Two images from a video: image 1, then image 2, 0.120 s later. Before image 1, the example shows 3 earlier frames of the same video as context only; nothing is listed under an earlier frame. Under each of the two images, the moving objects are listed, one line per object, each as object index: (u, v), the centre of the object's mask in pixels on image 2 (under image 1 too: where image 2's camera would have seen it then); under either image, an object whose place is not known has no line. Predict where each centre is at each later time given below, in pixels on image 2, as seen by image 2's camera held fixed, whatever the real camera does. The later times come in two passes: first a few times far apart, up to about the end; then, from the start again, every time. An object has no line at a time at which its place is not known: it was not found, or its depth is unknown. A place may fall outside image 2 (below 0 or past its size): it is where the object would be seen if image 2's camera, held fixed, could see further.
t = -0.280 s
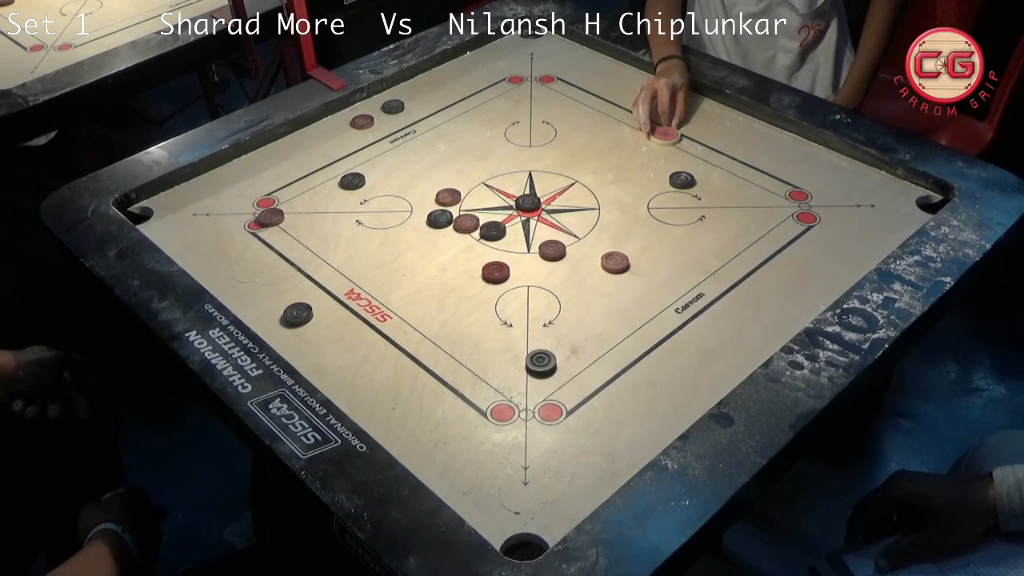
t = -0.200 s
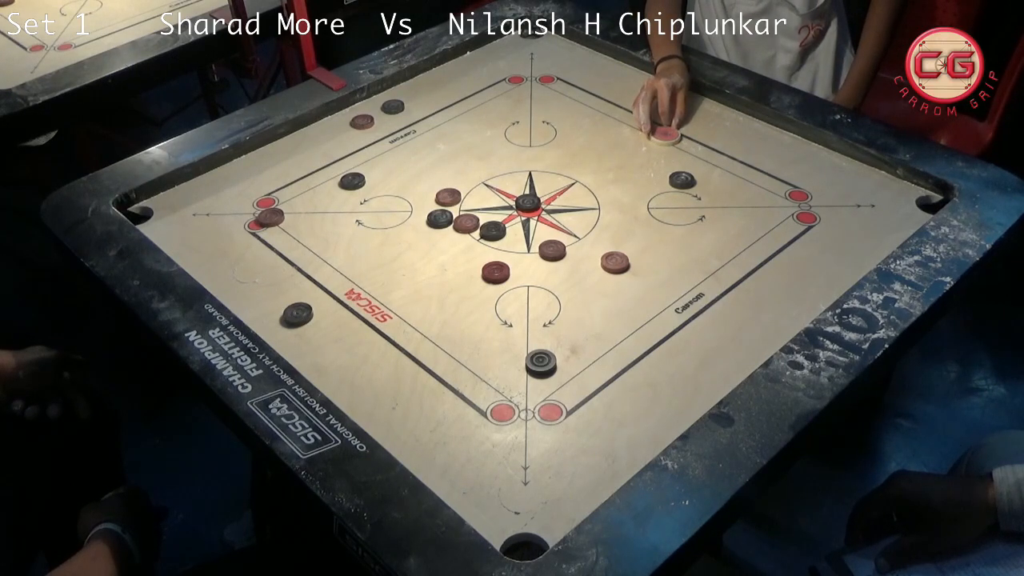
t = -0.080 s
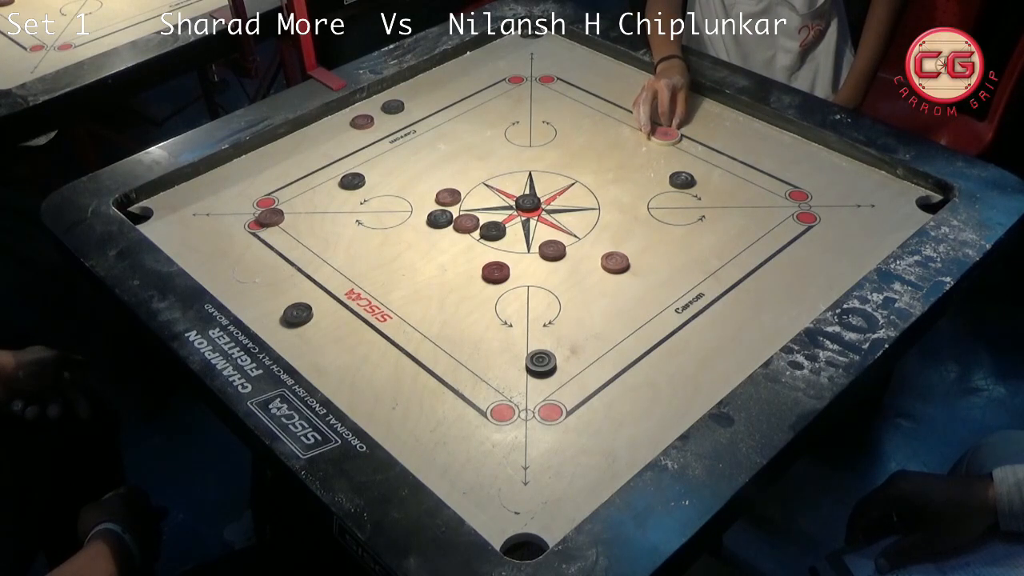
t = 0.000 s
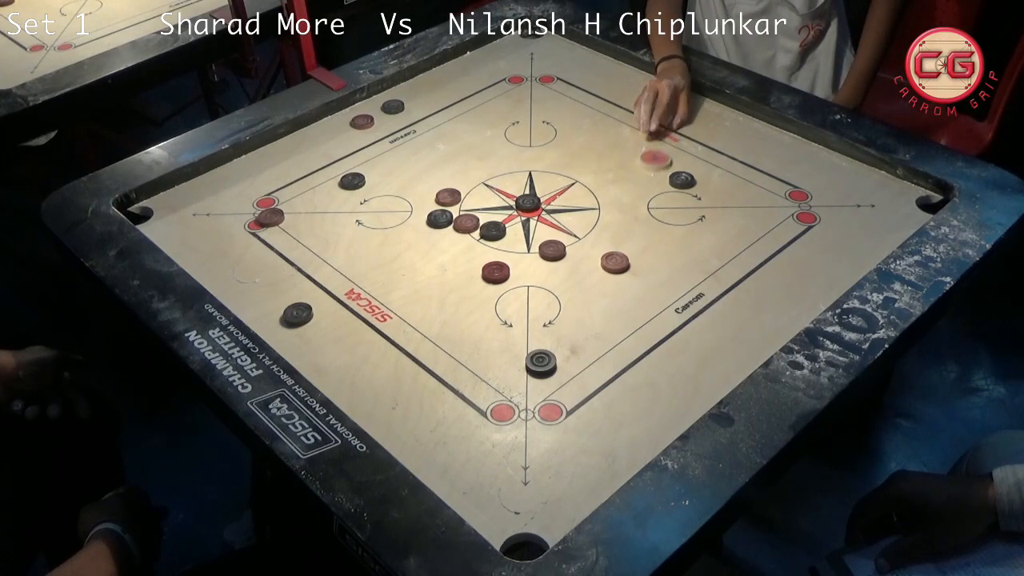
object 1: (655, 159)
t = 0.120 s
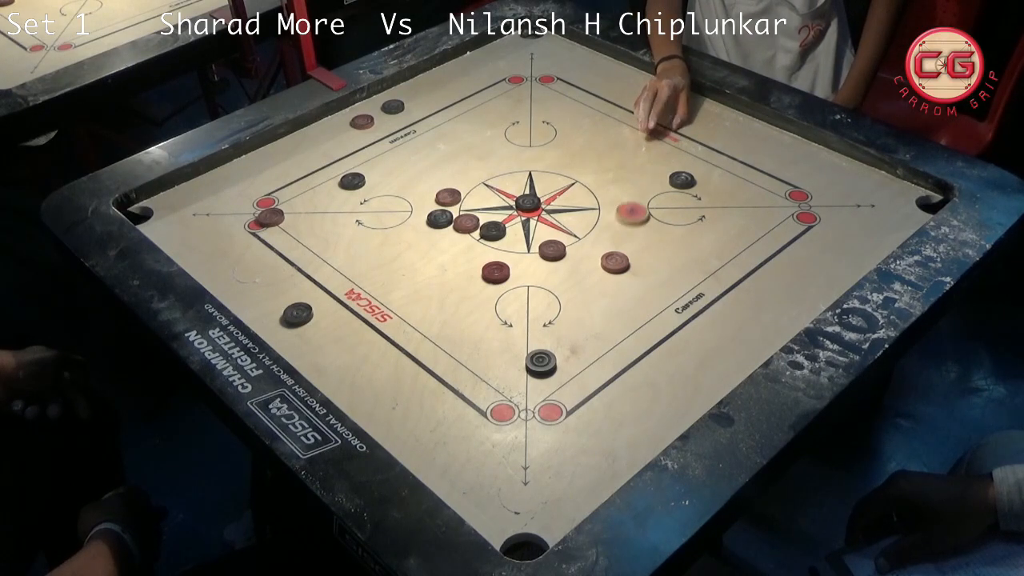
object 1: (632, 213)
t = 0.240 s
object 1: (612, 253)
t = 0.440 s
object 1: (593, 278)
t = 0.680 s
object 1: (590, 283)
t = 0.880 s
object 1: (590, 283)
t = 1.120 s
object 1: (590, 283)
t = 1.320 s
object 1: (590, 283)
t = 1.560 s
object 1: (589, 283)
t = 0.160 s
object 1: (624, 231)
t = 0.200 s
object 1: (617, 245)
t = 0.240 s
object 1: (612, 253)
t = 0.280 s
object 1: (607, 260)
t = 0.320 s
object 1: (603, 266)
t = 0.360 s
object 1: (599, 271)
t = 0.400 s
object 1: (596, 275)
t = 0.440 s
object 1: (593, 278)
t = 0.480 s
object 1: (591, 281)
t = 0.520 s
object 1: (590, 282)
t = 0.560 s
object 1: (590, 283)
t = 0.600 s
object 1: (590, 283)
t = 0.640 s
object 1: (590, 282)
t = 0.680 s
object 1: (590, 283)
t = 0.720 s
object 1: (590, 283)
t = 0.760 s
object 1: (590, 283)
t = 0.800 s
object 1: (590, 283)
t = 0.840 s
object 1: (590, 283)
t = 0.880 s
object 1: (590, 283)
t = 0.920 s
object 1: (590, 283)
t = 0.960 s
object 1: (590, 283)
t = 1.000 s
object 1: (590, 283)
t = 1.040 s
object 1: (590, 283)
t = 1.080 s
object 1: (590, 283)
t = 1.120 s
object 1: (590, 283)
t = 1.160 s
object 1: (590, 283)
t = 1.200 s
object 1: (590, 283)
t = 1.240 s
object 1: (589, 283)
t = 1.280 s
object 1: (590, 283)
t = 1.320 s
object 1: (590, 283)
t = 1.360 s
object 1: (590, 283)
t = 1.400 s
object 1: (590, 283)
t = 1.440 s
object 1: (590, 283)
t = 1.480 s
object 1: (589, 283)
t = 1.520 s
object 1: (589, 283)
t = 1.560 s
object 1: (589, 283)
